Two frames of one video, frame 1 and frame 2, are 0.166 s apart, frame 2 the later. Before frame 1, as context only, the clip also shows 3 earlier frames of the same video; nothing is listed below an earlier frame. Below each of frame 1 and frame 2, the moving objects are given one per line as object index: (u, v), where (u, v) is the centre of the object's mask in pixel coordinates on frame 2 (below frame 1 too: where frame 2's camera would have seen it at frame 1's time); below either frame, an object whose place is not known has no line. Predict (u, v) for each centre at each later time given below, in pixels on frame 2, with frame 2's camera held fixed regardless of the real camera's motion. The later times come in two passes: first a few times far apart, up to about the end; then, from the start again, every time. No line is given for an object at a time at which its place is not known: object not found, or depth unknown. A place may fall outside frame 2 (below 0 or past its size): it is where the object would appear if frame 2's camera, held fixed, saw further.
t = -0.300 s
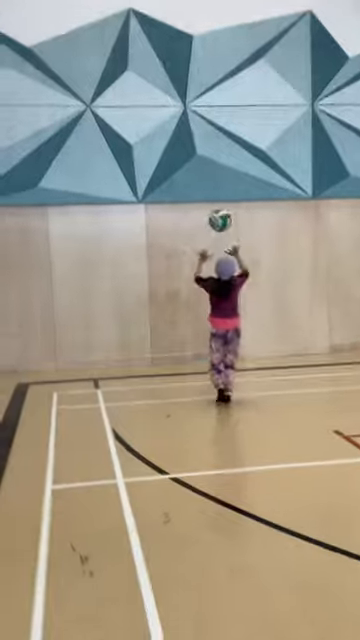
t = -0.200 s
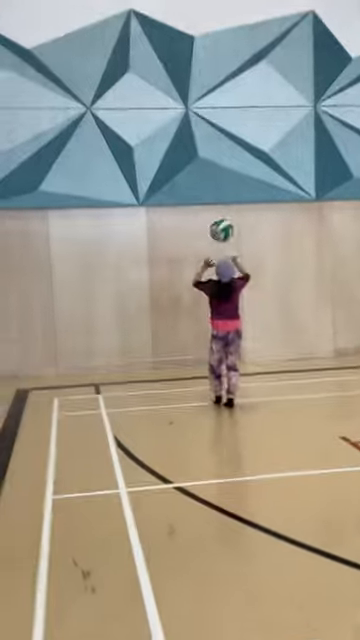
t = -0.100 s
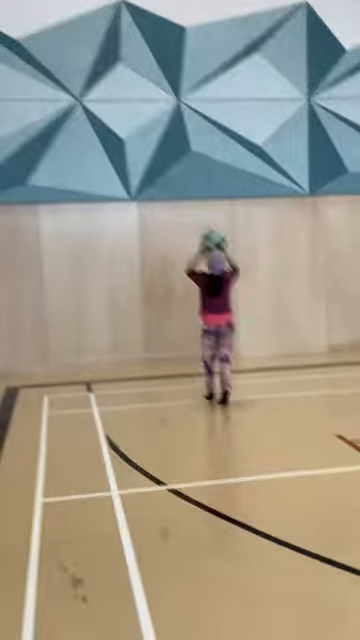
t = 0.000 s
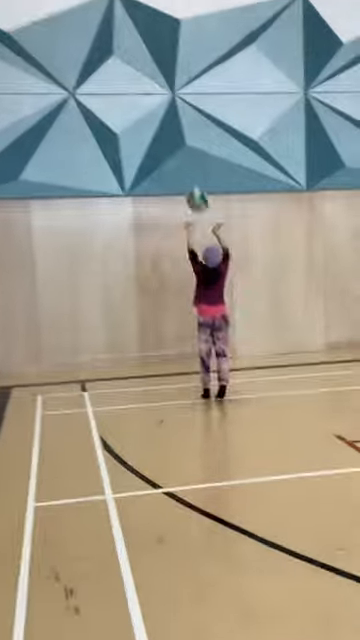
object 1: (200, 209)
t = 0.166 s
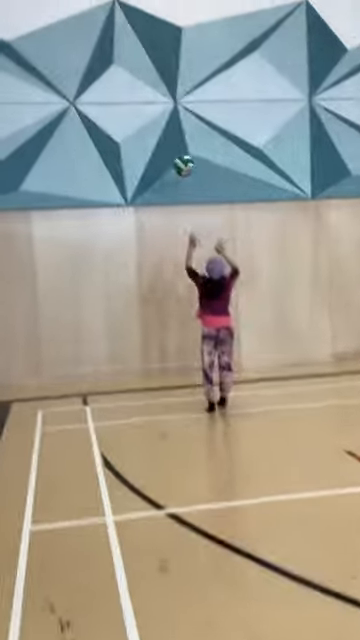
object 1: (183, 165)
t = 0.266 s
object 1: (175, 155)
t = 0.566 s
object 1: (174, 160)
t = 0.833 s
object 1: (193, 222)
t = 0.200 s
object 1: (181, 161)
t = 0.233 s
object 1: (179, 157)
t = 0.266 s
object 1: (175, 155)
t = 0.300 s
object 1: (173, 154)
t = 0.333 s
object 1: (170, 154)
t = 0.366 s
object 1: (168, 154)
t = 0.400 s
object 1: (166, 156)
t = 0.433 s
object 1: (167, 154)
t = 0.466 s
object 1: (169, 154)
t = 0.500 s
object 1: (171, 155)
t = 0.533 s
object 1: (172, 157)
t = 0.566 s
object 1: (174, 160)
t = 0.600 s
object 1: (175, 163)
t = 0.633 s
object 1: (177, 167)
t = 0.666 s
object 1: (180, 174)
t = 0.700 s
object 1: (183, 180)
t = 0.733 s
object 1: (185, 189)
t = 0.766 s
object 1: (187, 199)
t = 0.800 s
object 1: (189, 209)
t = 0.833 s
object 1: (193, 222)
